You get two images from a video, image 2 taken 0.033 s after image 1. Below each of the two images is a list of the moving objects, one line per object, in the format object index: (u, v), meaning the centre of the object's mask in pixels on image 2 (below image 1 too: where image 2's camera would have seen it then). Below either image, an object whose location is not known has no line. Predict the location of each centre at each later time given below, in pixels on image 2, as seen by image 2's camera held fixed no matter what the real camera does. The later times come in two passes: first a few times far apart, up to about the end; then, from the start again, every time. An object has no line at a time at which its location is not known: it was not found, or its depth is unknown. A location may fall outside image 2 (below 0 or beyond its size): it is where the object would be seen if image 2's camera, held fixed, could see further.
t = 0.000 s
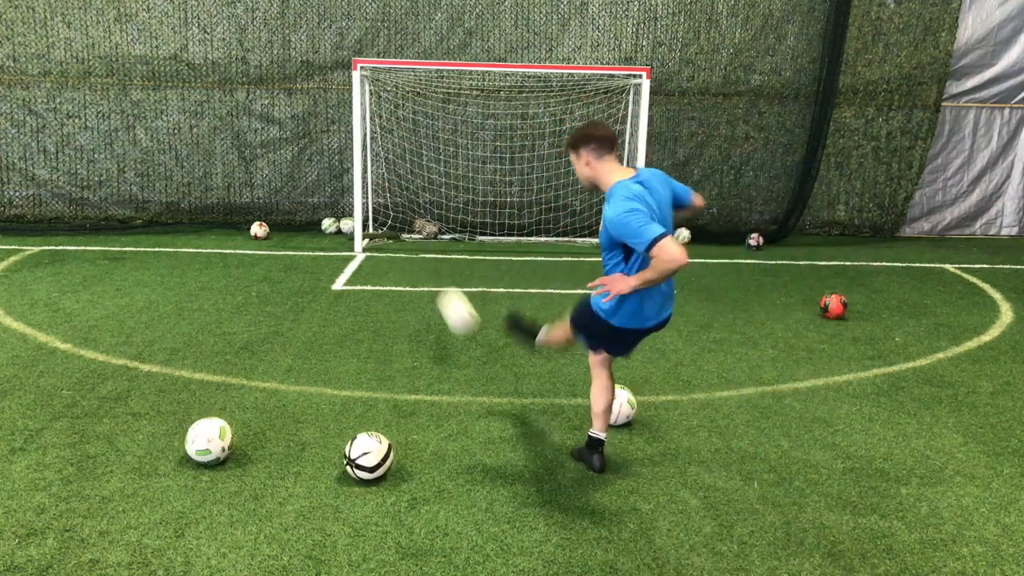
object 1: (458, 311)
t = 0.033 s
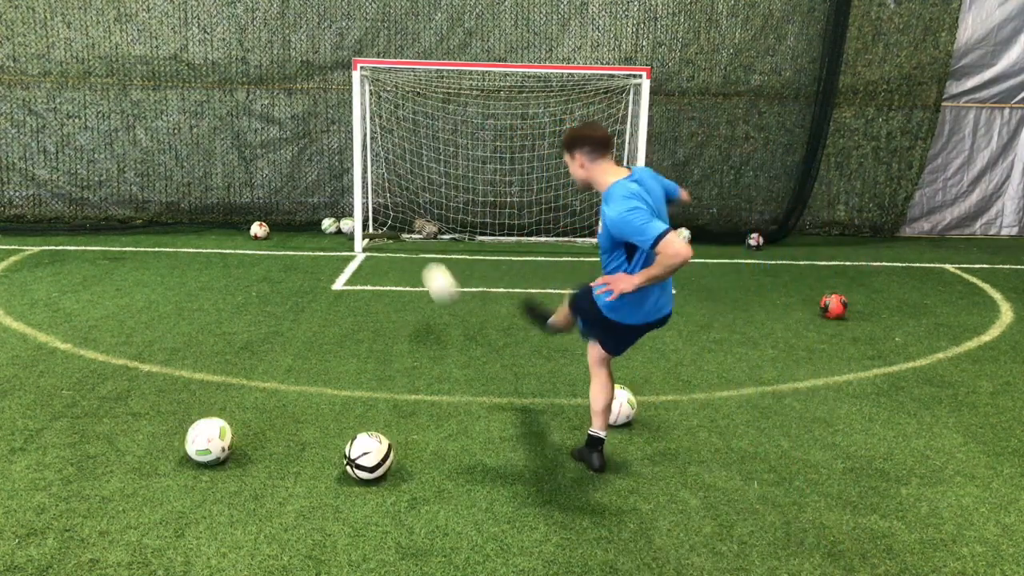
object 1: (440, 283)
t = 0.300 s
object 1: (379, 199)
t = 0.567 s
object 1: (407, 206)
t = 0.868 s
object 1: (420, 215)
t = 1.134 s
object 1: (417, 231)
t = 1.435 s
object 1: (409, 239)
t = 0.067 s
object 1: (426, 260)
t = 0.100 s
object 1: (415, 244)
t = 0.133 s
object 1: (405, 229)
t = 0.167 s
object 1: (398, 219)
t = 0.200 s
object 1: (392, 212)
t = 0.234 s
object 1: (387, 206)
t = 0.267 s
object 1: (383, 202)
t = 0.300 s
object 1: (379, 199)
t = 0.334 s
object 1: (379, 196)
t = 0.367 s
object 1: (381, 194)
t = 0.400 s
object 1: (384, 194)
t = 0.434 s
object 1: (387, 194)
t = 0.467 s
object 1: (392, 196)
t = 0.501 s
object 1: (397, 198)
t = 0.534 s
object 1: (401, 201)
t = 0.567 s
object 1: (407, 206)
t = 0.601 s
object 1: (412, 211)
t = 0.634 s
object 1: (414, 212)
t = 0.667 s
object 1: (416, 211)
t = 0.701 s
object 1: (418, 211)
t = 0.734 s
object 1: (419, 212)
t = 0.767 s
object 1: (420, 214)
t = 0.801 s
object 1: (420, 214)
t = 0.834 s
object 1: (420, 214)
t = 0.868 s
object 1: (420, 215)
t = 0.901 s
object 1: (420, 217)
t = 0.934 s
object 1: (420, 219)
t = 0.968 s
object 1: (420, 224)
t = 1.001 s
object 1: (420, 228)
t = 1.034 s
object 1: (419, 233)
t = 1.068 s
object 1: (419, 235)
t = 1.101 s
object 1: (418, 233)
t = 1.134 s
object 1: (417, 231)
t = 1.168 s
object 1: (416, 230)
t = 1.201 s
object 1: (415, 230)
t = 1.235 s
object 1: (414, 231)
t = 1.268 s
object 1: (413, 233)
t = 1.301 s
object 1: (412, 236)
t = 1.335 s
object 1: (411, 240)
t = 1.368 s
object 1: (411, 241)
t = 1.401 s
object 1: (410, 239)
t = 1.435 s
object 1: (409, 239)
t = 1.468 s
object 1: (408, 240)
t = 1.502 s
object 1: (407, 241)
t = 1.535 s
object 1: (407, 243)
